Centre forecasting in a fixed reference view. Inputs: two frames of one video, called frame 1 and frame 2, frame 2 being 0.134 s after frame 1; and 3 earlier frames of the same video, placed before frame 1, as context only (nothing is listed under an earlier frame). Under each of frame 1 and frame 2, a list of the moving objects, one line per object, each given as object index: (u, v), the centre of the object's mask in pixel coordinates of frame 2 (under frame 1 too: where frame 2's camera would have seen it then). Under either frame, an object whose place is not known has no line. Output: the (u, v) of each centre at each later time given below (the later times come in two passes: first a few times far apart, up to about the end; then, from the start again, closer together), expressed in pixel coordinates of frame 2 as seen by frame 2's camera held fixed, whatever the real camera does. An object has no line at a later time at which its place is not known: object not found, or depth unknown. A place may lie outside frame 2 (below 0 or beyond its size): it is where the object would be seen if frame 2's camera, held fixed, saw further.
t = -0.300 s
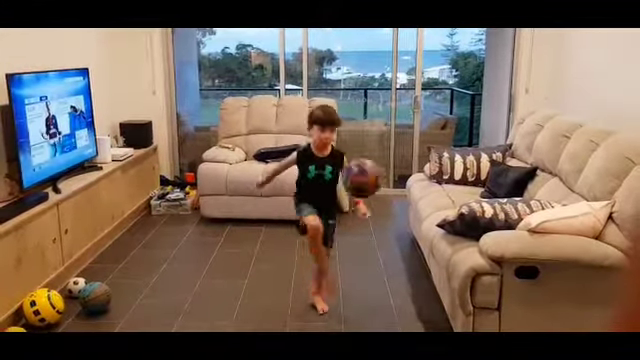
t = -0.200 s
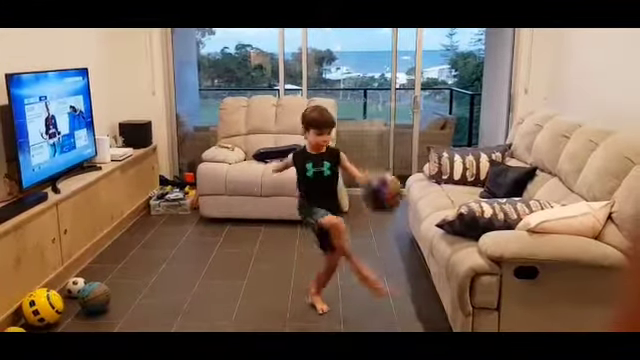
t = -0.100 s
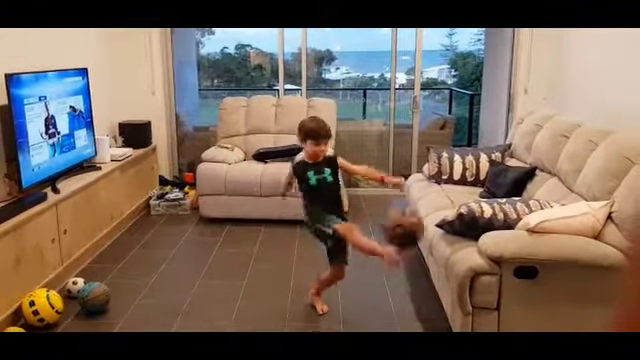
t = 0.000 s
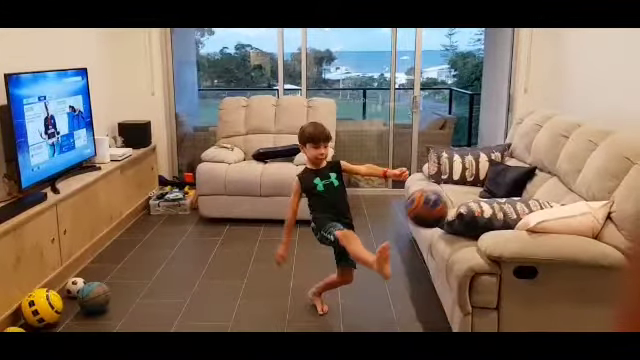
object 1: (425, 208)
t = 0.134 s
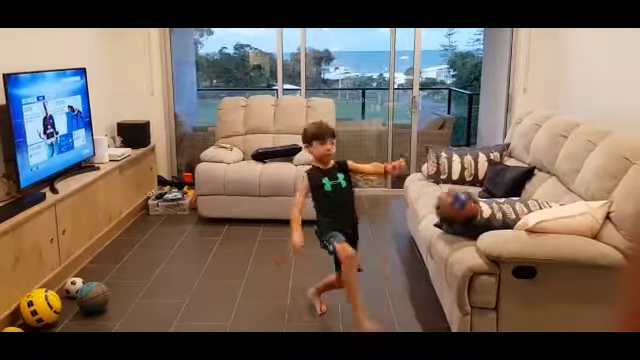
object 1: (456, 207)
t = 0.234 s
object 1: (478, 232)
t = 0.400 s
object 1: (510, 312)
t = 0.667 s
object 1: (540, 284)
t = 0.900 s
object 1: (550, 299)
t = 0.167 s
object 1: (464, 208)
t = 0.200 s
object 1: (470, 221)
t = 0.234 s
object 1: (478, 232)
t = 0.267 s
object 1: (486, 245)
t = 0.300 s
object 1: (493, 260)
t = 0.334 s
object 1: (499, 277)
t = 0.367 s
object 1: (506, 294)
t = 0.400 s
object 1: (510, 312)
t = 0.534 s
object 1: (525, 322)
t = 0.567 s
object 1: (532, 316)
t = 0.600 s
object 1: (536, 305)
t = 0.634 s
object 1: (537, 293)
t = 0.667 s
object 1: (540, 284)
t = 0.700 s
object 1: (543, 277)
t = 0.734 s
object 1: (546, 275)
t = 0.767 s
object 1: (547, 275)
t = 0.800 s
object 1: (548, 278)
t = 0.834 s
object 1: (547, 282)
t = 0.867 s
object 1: (547, 290)
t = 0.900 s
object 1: (550, 299)
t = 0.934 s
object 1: (551, 314)
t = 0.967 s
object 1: (547, 321)
